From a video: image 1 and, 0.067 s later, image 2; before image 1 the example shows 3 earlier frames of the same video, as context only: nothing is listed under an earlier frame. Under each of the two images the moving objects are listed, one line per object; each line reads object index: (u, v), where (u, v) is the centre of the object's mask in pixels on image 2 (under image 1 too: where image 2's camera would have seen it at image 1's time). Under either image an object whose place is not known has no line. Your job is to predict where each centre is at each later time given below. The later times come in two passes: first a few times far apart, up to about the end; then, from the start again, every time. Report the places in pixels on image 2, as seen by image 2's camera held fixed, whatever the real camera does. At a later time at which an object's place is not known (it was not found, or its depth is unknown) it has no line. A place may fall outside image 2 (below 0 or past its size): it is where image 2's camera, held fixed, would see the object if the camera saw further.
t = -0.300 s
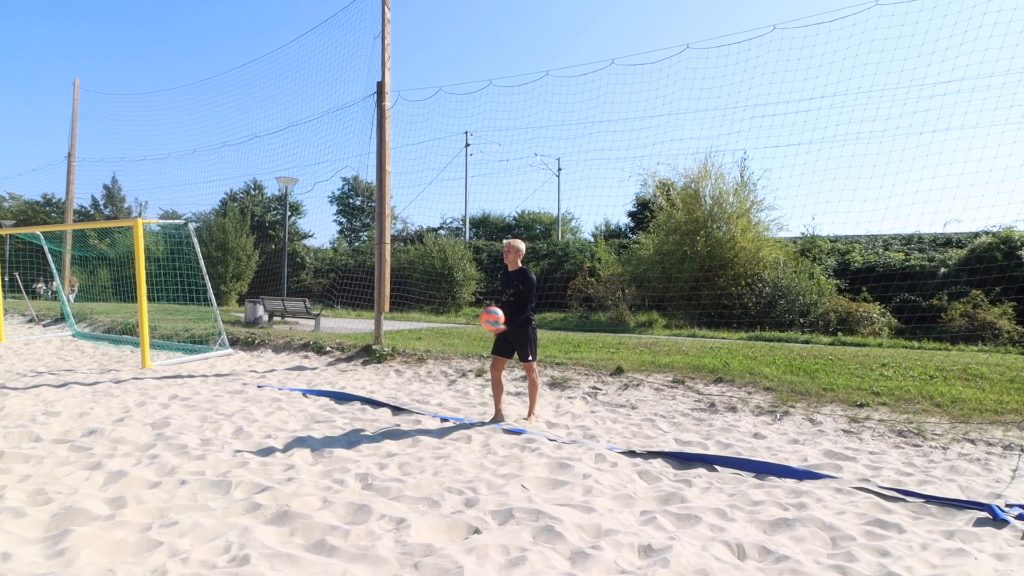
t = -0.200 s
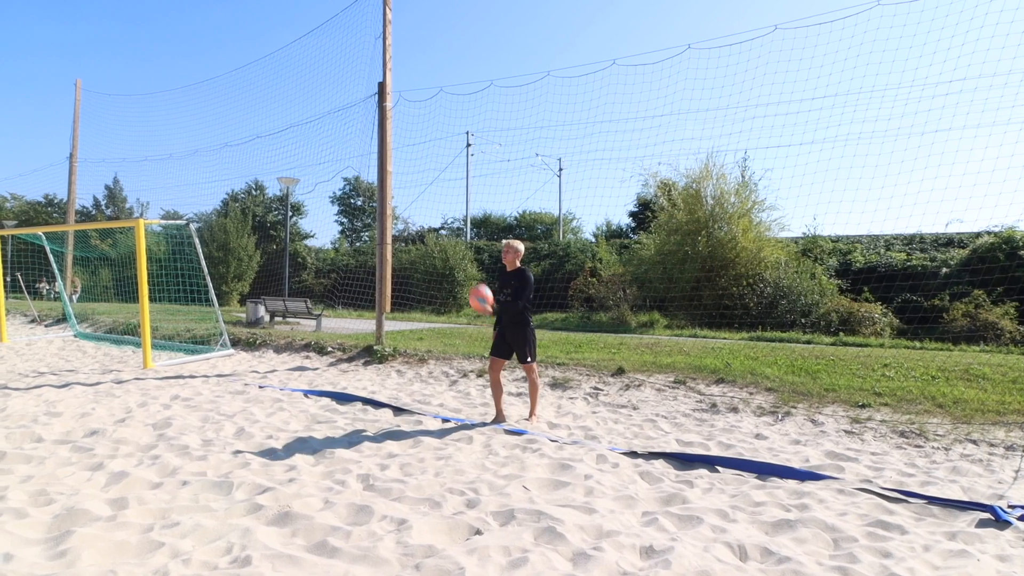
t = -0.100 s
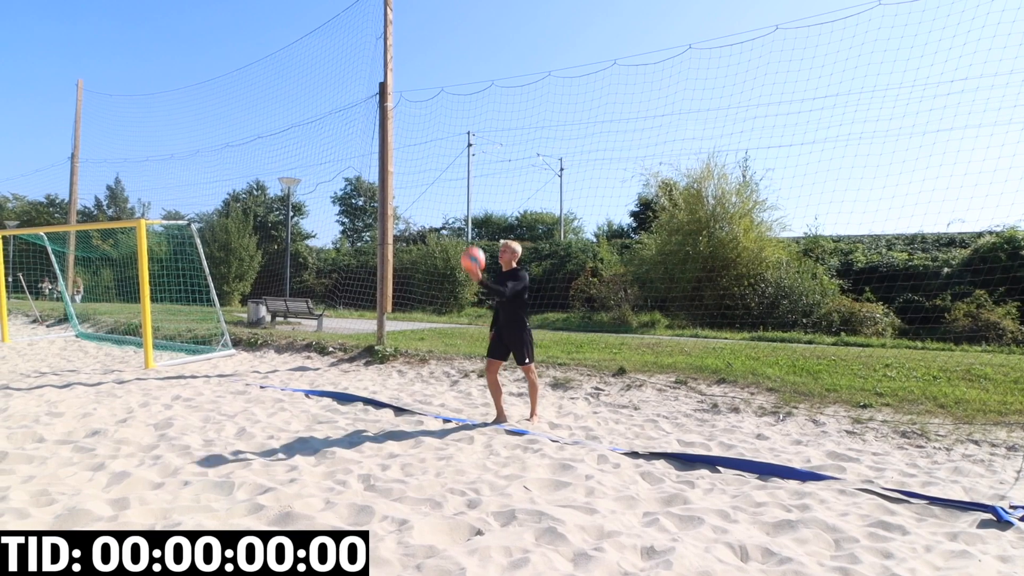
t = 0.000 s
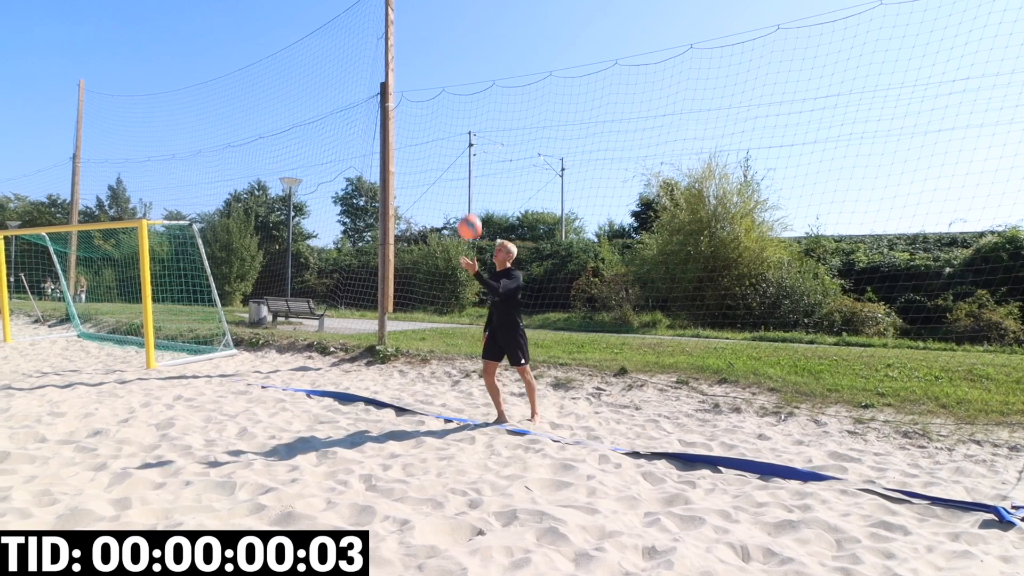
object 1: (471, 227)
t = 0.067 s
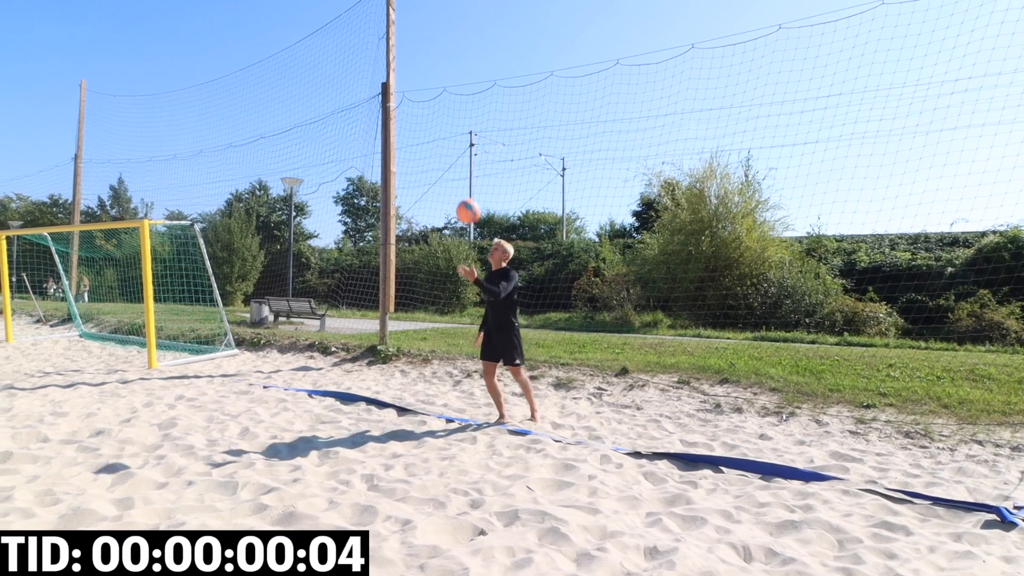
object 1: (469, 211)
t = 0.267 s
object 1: (459, 192)
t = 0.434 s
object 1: (453, 208)
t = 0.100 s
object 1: (467, 205)
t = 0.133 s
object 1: (465, 200)
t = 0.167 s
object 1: (464, 196)
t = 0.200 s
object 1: (462, 194)
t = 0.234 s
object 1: (460, 192)
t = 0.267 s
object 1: (459, 192)
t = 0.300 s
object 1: (457, 193)
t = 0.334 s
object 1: (456, 195)
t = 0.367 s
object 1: (455, 198)
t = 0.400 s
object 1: (454, 202)
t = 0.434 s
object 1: (453, 208)
